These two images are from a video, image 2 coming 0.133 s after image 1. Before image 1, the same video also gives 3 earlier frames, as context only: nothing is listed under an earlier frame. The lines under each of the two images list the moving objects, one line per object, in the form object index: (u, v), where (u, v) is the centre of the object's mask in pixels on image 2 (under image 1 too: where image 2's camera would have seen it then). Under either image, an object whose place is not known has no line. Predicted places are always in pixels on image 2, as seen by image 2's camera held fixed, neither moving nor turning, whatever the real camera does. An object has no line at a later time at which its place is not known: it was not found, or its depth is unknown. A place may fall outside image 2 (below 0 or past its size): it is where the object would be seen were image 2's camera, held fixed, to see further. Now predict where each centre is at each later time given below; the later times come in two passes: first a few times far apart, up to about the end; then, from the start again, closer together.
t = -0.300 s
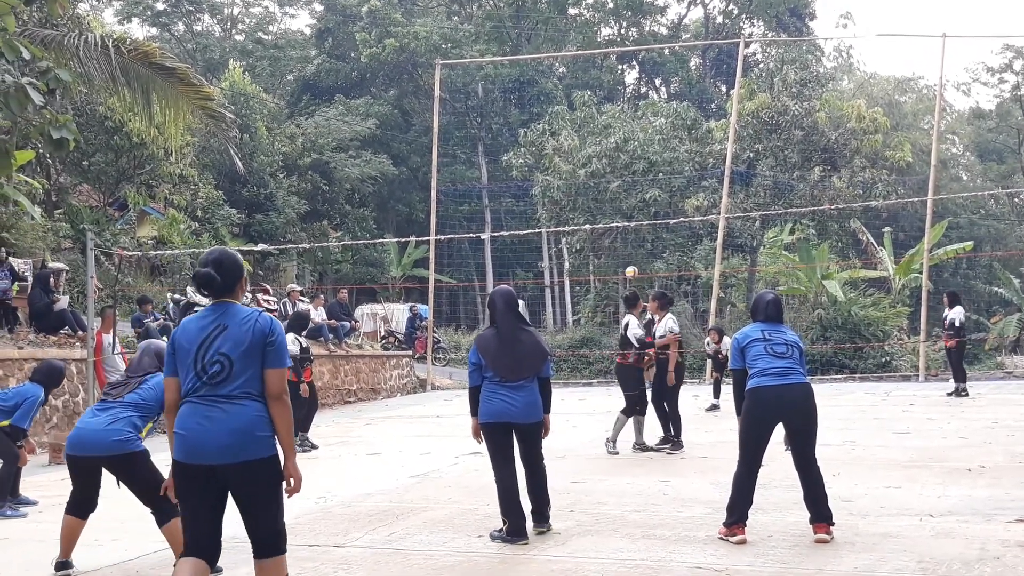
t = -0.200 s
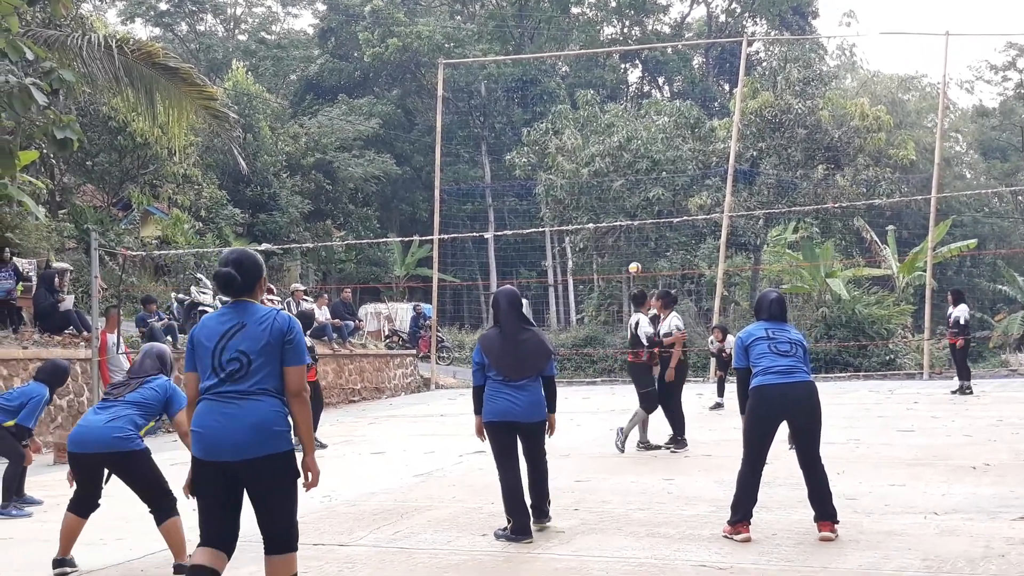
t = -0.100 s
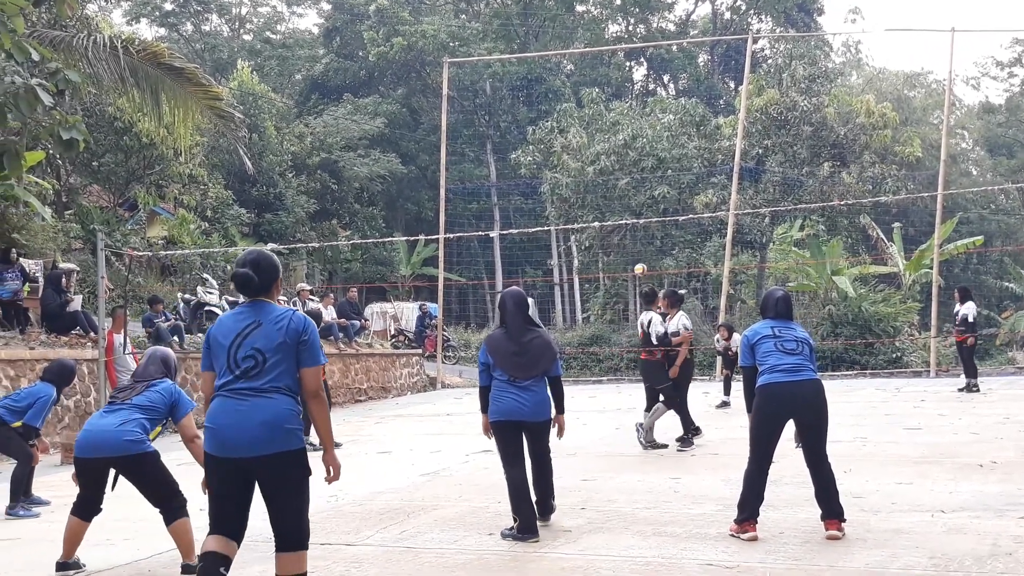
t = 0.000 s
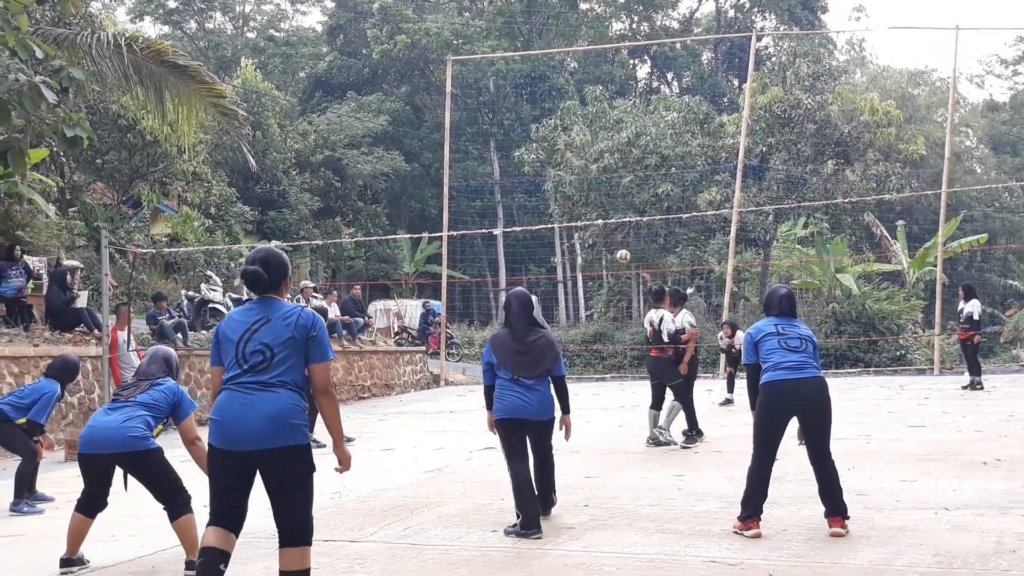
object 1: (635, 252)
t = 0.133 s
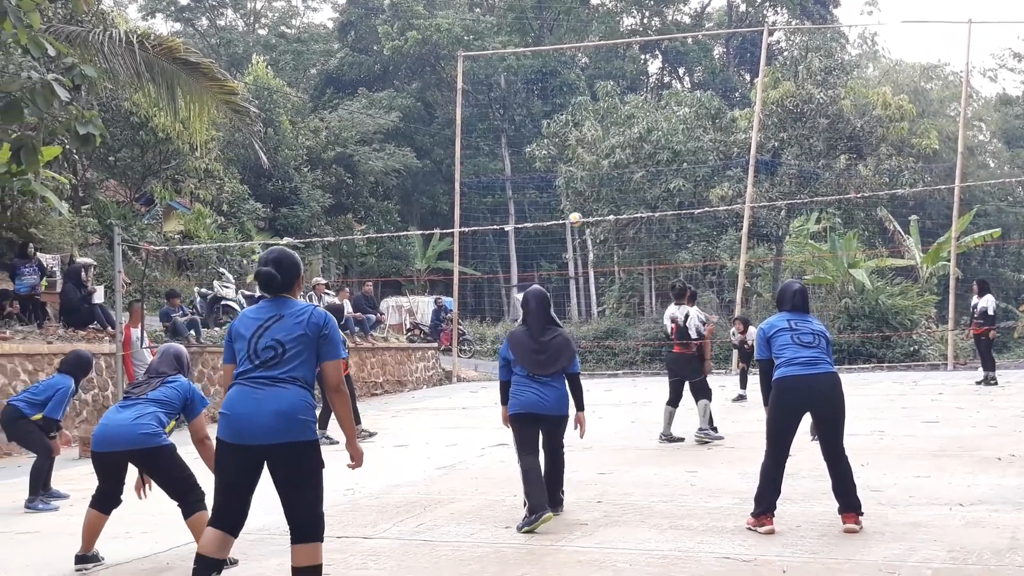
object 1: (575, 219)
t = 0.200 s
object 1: (543, 206)
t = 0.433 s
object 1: (406, 181)
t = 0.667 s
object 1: (221, 192)
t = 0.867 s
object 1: (6, 250)
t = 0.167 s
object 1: (559, 213)
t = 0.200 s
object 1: (543, 206)
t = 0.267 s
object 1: (507, 195)
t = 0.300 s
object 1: (488, 191)
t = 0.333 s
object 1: (469, 188)
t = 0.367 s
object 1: (448, 185)
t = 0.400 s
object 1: (428, 182)
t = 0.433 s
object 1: (406, 181)
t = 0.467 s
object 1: (383, 179)
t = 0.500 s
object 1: (358, 179)
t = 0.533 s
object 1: (333, 180)
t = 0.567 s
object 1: (307, 181)
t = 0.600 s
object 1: (279, 185)
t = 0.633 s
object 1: (251, 188)
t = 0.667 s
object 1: (221, 192)
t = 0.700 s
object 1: (189, 198)
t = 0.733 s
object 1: (156, 205)
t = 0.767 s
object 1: (121, 214)
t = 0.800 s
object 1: (85, 224)
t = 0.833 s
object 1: (46, 236)
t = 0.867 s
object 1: (6, 250)
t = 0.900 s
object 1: (-38, 267)
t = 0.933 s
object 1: (-77, 285)
